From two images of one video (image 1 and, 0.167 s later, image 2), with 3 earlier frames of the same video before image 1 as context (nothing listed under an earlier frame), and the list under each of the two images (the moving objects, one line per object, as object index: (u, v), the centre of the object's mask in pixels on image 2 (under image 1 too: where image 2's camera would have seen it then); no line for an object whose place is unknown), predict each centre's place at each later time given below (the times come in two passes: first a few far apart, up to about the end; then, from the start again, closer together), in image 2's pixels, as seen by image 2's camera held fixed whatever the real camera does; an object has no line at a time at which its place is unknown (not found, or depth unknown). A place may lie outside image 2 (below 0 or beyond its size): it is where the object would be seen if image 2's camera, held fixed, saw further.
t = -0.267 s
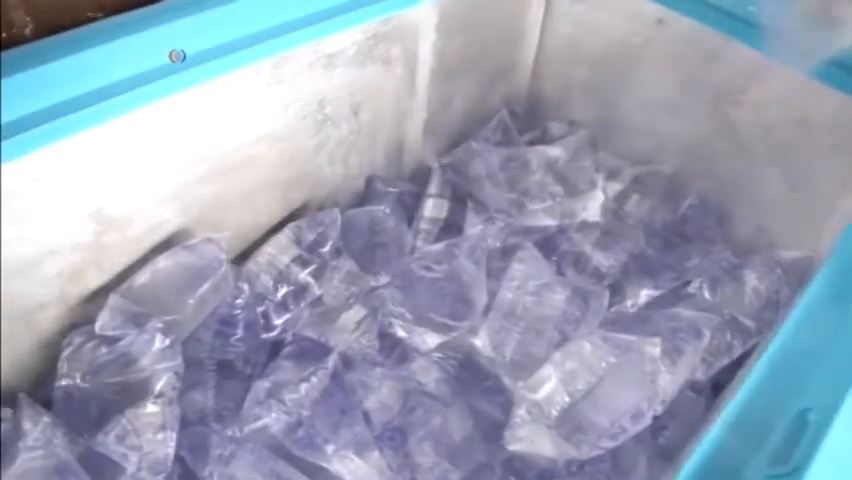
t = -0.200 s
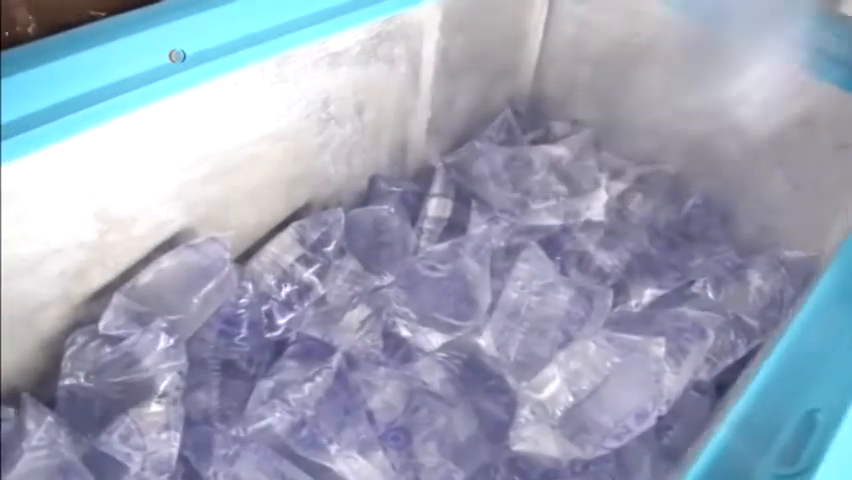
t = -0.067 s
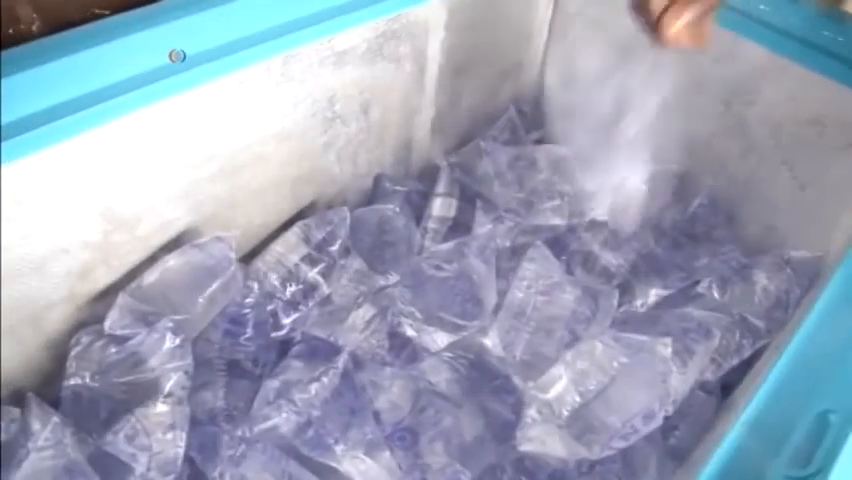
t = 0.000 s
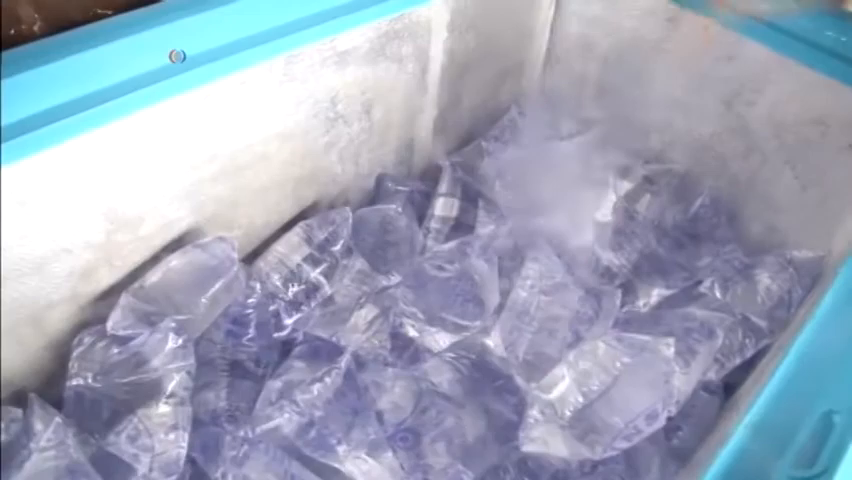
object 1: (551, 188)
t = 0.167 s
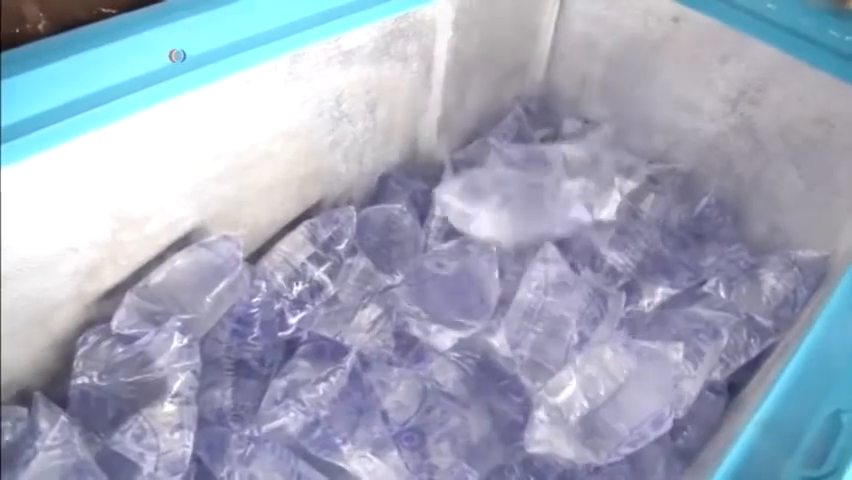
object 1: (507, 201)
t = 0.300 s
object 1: (503, 207)
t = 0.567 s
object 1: (500, 209)
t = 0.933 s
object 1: (501, 209)
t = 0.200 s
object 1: (503, 202)
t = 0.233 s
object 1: (503, 204)
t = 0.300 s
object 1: (503, 207)
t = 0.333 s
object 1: (501, 209)
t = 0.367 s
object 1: (501, 209)
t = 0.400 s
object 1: (501, 209)
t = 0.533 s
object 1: (501, 209)
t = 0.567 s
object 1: (500, 209)
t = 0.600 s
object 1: (501, 209)
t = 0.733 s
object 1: (501, 209)
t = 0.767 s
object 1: (501, 209)
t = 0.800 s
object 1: (501, 209)
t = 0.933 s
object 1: (501, 209)
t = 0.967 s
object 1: (501, 209)
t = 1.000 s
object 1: (501, 209)
